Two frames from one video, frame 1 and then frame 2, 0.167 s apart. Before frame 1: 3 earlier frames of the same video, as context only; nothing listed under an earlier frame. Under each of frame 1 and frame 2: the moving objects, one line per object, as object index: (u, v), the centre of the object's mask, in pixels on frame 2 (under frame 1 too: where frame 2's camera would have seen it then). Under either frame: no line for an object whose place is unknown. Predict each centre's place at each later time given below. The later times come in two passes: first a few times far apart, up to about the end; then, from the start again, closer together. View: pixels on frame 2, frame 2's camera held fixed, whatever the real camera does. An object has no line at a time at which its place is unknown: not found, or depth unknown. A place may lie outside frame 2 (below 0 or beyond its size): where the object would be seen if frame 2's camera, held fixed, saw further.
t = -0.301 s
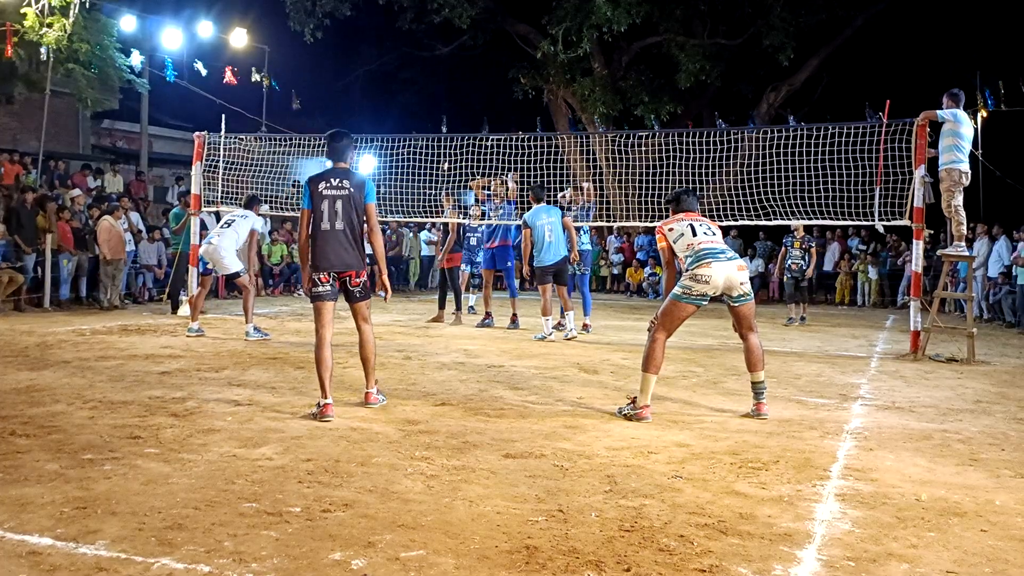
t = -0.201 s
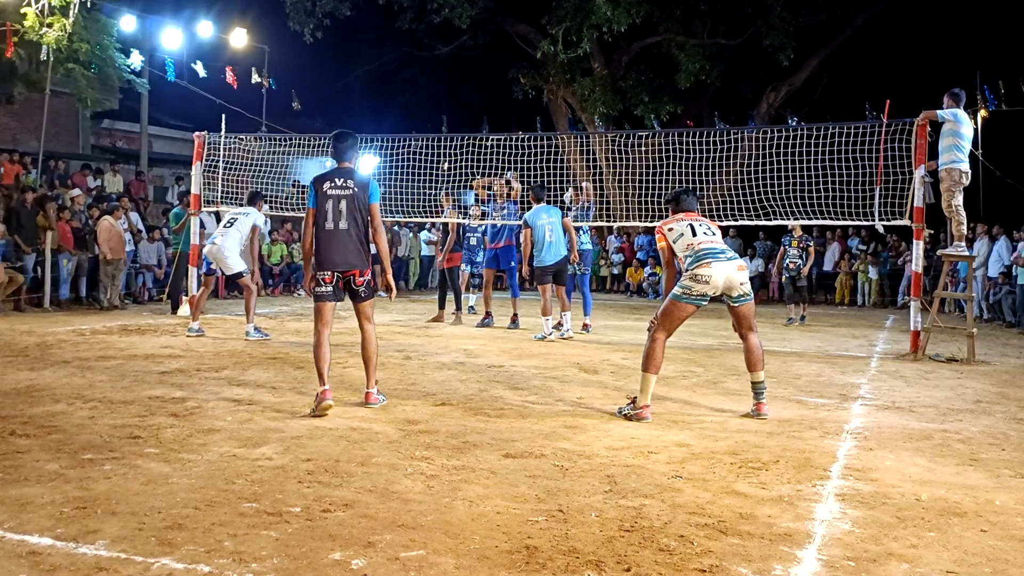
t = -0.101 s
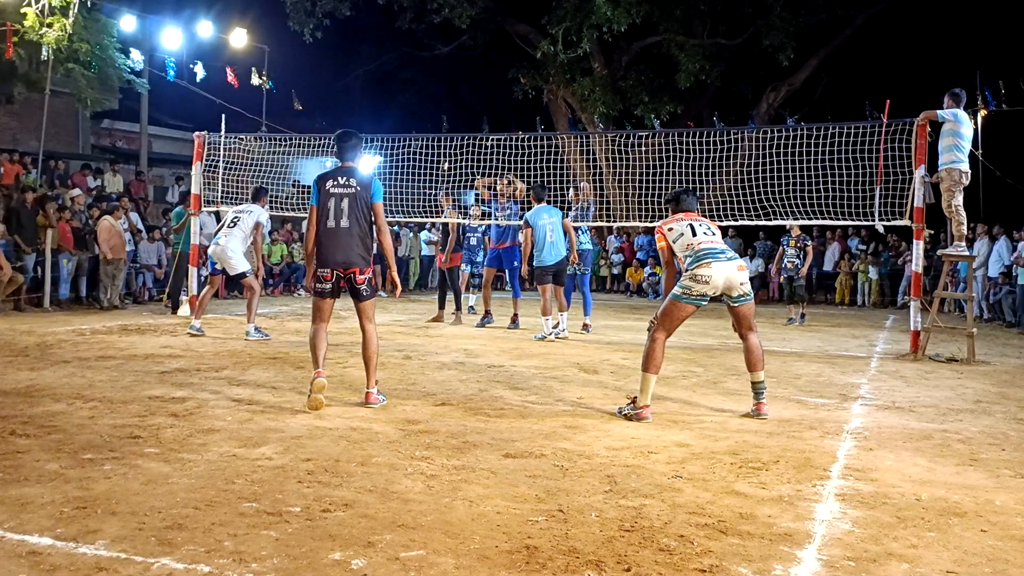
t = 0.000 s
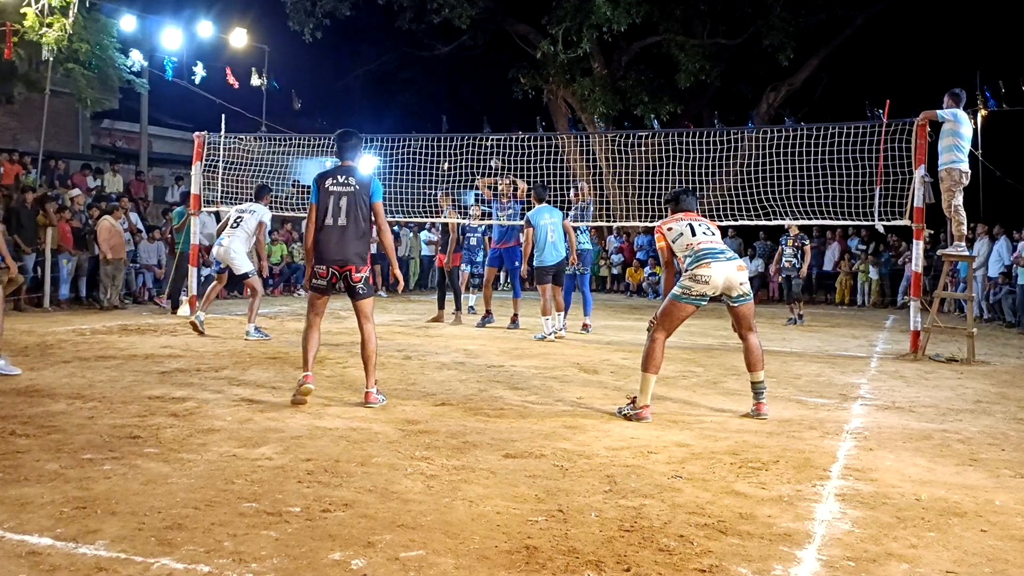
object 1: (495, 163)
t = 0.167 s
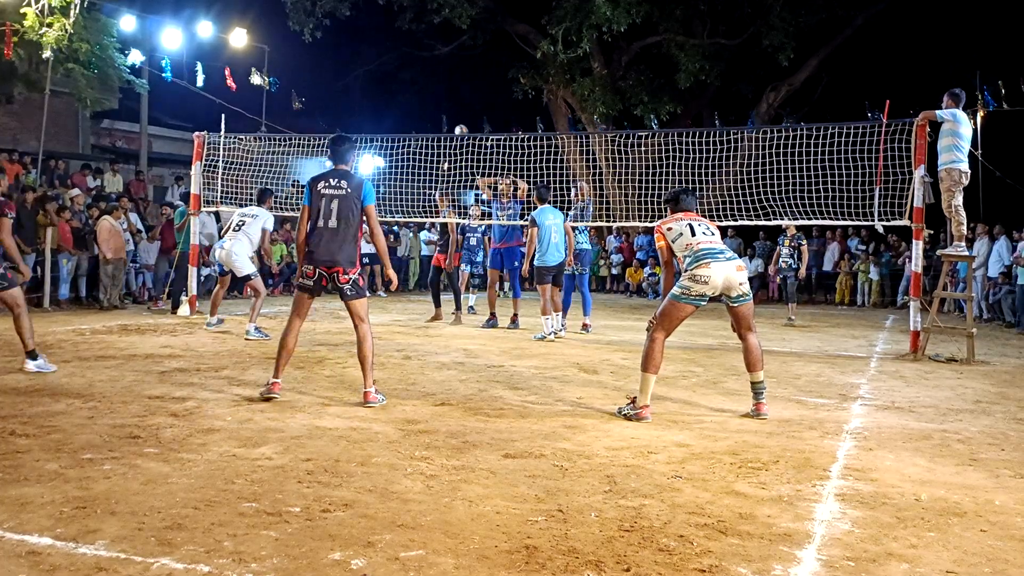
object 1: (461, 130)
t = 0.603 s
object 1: (337, 106)
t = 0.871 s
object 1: (201, 177)
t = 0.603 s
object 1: (337, 106)
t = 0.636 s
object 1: (324, 110)
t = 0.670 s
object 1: (310, 115)
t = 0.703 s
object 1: (295, 121)
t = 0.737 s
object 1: (279, 128)
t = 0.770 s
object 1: (261, 137)
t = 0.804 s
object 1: (243, 148)
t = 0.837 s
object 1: (222, 162)
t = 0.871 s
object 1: (201, 177)
